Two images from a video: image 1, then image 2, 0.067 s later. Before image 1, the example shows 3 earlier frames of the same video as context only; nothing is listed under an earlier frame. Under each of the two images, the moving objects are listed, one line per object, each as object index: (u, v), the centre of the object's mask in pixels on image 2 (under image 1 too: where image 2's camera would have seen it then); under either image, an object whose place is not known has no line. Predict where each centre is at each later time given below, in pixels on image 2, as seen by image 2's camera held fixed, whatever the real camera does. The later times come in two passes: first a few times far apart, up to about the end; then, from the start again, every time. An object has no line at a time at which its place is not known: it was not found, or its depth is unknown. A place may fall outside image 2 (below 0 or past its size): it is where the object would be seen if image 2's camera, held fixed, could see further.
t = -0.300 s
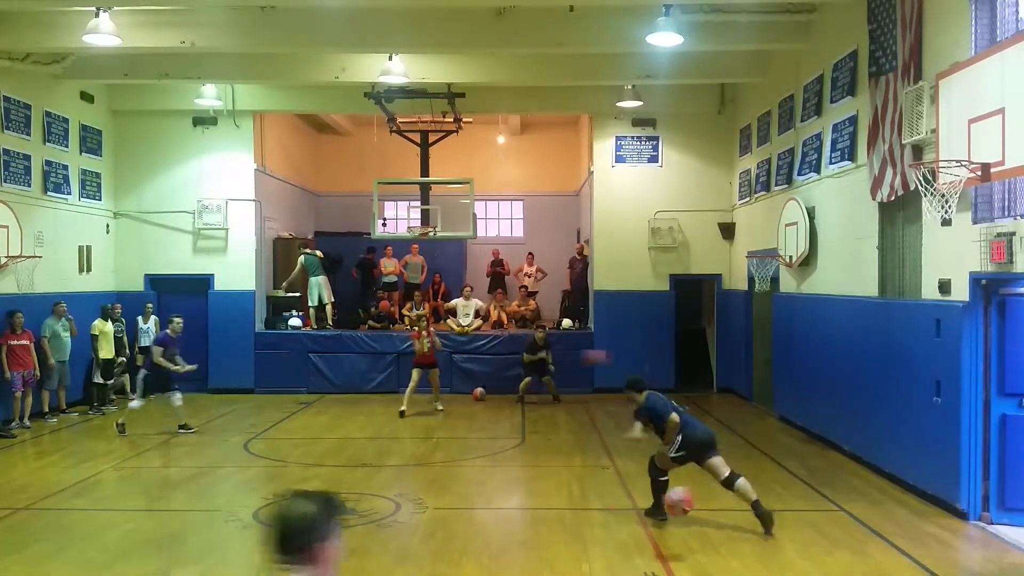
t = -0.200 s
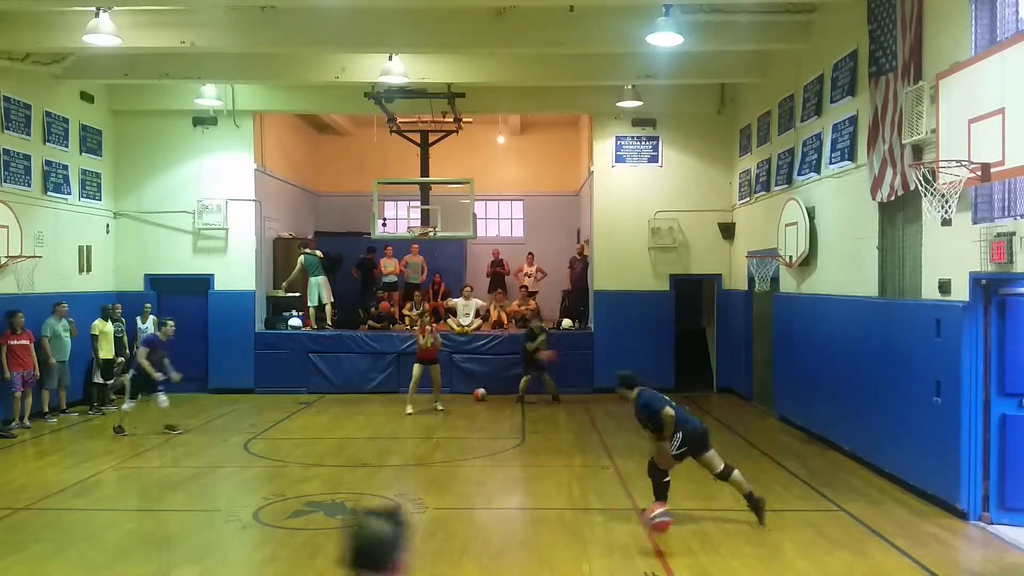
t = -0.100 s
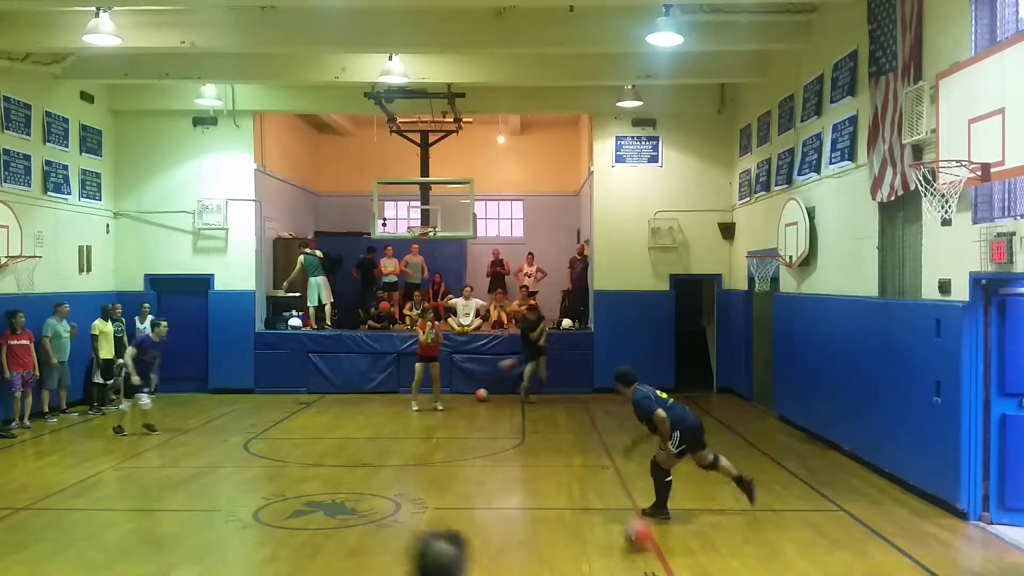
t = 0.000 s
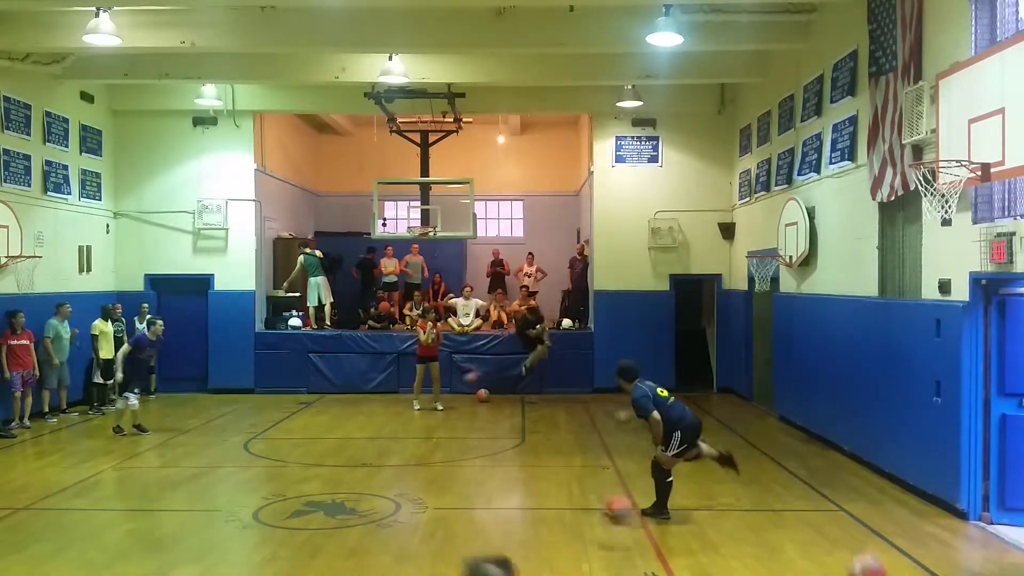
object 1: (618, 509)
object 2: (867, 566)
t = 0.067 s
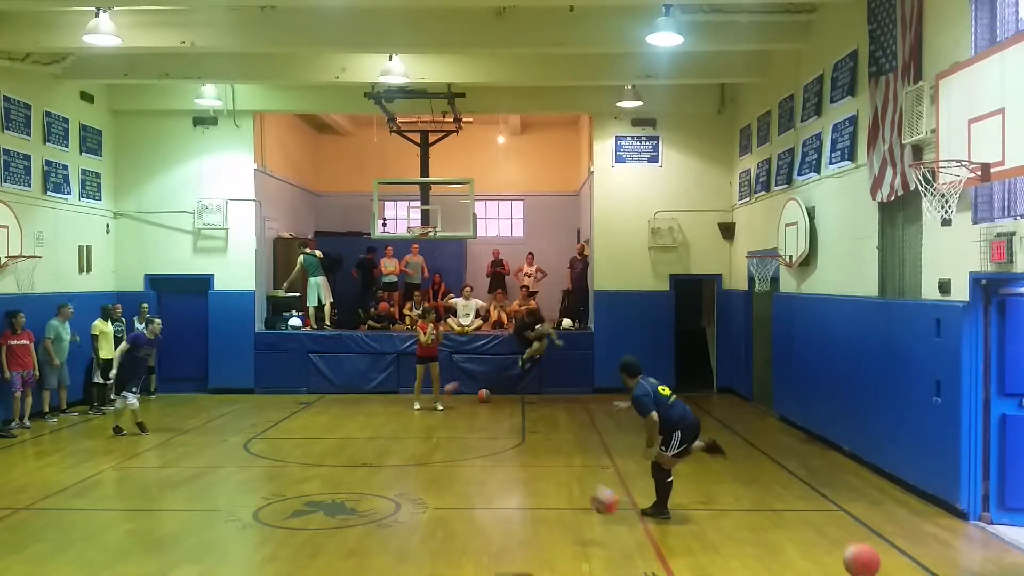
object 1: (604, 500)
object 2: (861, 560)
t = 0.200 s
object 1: (580, 498)
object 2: (852, 560)
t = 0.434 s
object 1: (538, 515)
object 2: (837, 550)
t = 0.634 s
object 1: (508, 493)
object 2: (828, 537)
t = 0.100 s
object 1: (599, 497)
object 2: (859, 558)
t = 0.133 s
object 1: (592, 496)
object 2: (856, 558)
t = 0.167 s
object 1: (586, 496)
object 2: (854, 559)
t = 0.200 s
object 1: (580, 498)
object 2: (852, 560)
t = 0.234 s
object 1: (574, 500)
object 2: (849, 562)
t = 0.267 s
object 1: (569, 504)
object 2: (846, 565)
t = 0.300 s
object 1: (563, 510)
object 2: (844, 569)
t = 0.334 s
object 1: (556, 516)
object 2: (842, 569)
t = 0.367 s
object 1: (550, 524)
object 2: (840, 566)
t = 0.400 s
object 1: (544, 522)
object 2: (839, 559)
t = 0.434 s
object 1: (538, 515)
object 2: (837, 550)
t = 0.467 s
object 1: (533, 507)
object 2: (835, 544)
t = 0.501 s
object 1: (528, 500)
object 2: (834, 540)
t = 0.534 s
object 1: (524, 498)
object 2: (832, 538)
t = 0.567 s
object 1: (519, 495)
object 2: (830, 536)
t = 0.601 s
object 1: (513, 494)
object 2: (829, 536)
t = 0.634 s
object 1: (508, 493)
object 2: (828, 537)
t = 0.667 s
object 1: (503, 494)
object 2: (826, 539)
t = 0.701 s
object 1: (499, 496)
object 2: (826, 543)
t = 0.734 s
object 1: (493, 499)
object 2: (823, 549)
